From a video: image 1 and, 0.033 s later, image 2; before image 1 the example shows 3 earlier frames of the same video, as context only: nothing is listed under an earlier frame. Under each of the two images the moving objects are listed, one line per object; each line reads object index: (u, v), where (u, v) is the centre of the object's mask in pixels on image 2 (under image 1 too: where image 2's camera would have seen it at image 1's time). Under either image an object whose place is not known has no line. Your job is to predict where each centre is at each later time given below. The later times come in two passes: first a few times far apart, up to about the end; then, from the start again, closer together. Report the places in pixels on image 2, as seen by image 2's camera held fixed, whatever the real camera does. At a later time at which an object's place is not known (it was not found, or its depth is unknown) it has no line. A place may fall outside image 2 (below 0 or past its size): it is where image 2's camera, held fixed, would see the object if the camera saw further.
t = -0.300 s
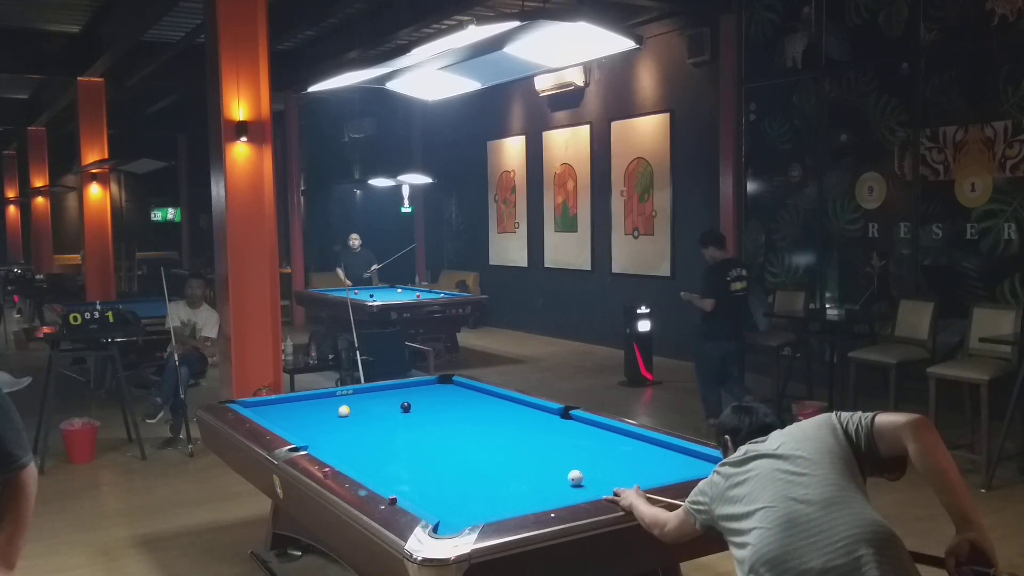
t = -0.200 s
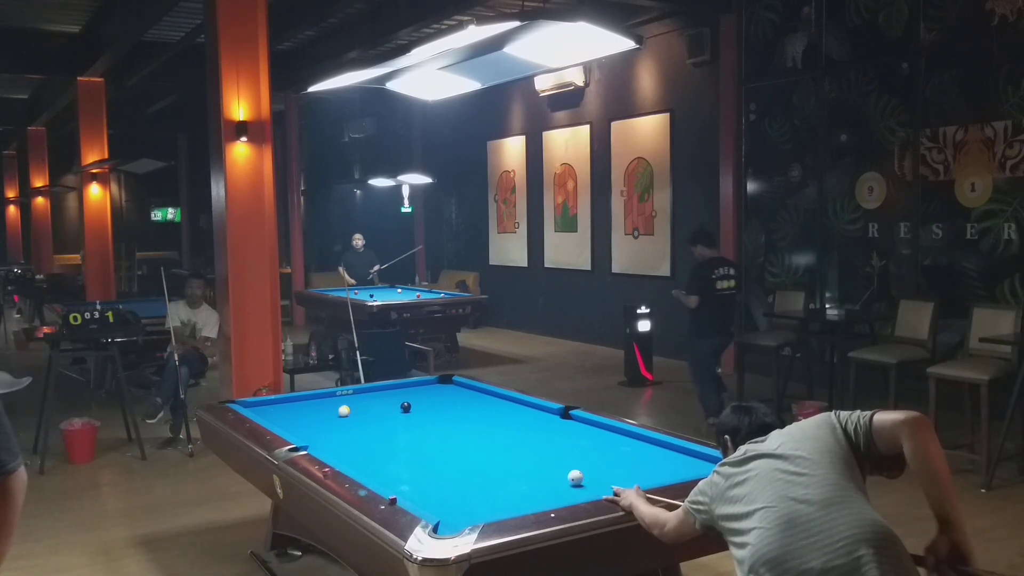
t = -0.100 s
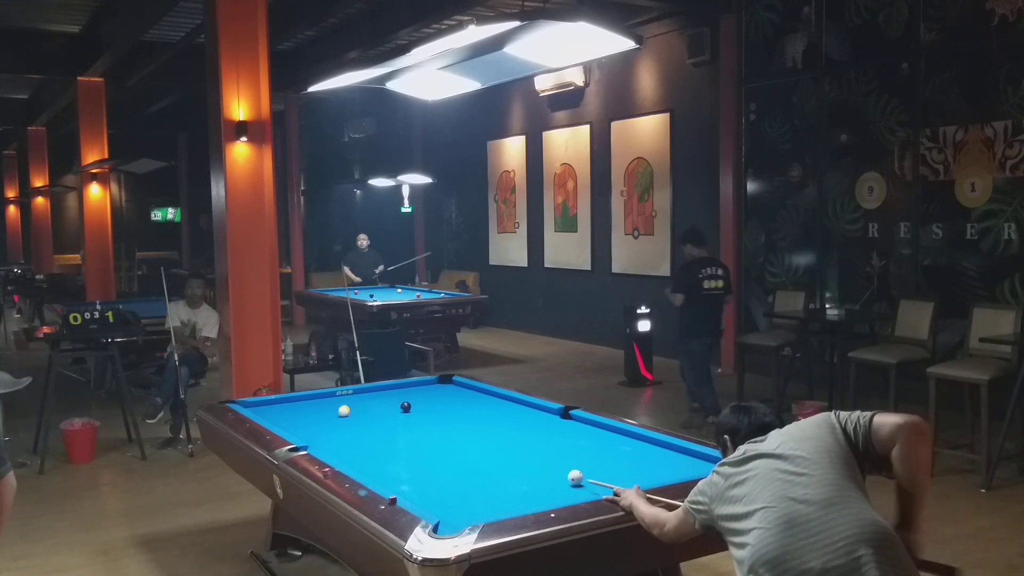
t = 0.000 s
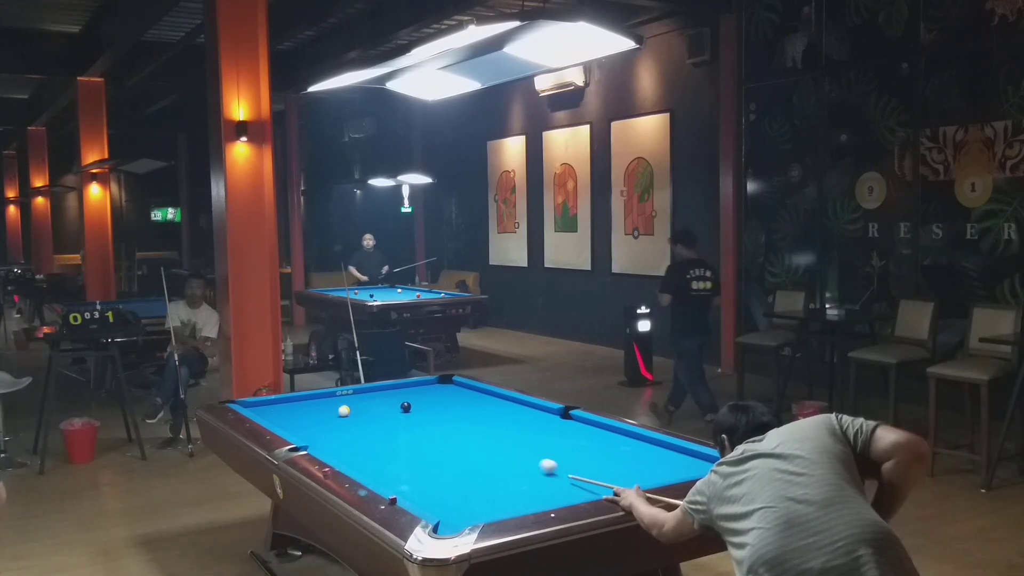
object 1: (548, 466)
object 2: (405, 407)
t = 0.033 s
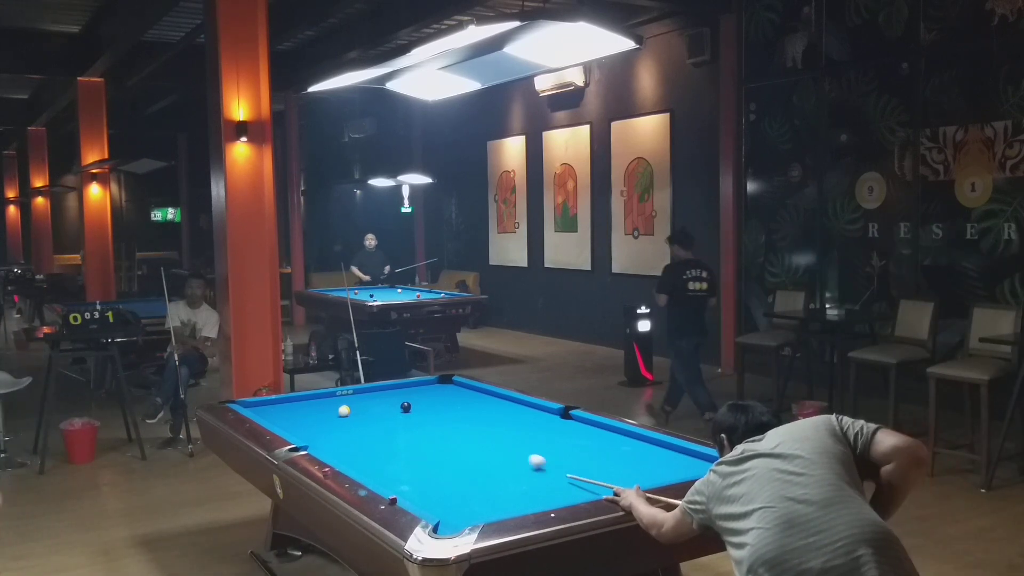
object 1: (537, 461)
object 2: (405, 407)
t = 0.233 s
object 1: (482, 440)
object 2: (406, 407)
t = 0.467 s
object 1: (436, 422)
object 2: (405, 407)
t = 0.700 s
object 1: (394, 409)
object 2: (408, 404)
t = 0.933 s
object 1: (347, 404)
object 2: (419, 396)
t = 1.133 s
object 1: (308, 403)
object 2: (428, 389)
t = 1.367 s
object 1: (275, 402)
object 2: (435, 383)
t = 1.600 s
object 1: (268, 408)
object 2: (450, 382)
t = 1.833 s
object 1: (261, 413)
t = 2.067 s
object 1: (269, 416)
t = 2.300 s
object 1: (282, 419)
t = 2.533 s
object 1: (298, 422)
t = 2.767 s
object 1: (311, 424)
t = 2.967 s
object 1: (323, 426)
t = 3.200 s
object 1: (335, 428)
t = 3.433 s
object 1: (348, 430)
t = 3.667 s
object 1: (360, 432)
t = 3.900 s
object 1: (371, 433)
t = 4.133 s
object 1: (382, 435)
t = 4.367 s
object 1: (392, 437)
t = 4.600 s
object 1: (402, 438)
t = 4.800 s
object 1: (409, 440)
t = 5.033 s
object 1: (418, 441)
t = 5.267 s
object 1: (426, 442)
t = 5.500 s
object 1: (433, 444)
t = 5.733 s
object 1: (439, 445)
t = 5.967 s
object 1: (445, 446)
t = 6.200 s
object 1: (450, 447)
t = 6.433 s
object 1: (455, 447)
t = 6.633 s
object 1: (458, 448)
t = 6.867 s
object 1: (461, 448)
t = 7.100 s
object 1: (463, 449)
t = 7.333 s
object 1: (464, 449)
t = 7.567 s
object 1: (465, 449)
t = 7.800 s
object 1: (464, 449)
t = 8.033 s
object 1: (465, 449)
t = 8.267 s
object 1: (464, 449)
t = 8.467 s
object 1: (464, 449)
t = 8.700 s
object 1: (464, 449)
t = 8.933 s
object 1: (464, 449)
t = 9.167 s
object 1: (464, 449)
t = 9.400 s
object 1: (464, 449)
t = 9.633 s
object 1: (464, 449)
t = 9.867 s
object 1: (464, 449)
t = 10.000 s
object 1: (464, 449)
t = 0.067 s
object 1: (526, 457)
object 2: (406, 406)
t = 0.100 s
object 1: (516, 453)
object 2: (406, 407)
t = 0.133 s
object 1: (506, 449)
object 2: (405, 407)
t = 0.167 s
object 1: (498, 446)
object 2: (406, 407)
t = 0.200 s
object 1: (490, 443)
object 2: (405, 407)
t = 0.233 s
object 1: (482, 440)
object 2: (406, 407)
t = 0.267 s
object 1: (475, 437)
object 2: (406, 406)
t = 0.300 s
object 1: (468, 434)
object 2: (406, 406)
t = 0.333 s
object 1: (461, 431)
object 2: (406, 406)
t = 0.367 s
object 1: (454, 429)
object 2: (406, 406)
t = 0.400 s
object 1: (448, 427)
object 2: (406, 406)
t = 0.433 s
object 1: (442, 424)
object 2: (406, 406)
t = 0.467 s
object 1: (436, 422)
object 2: (405, 407)
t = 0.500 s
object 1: (430, 420)
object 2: (406, 406)
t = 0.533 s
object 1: (424, 417)
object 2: (406, 407)
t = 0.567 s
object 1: (418, 415)
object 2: (406, 406)
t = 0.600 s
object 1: (413, 413)
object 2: (405, 406)
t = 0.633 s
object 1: (407, 411)
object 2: (405, 404)
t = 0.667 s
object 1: (402, 409)
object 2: (408, 405)
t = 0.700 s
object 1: (394, 409)
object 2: (408, 404)
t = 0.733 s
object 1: (387, 409)
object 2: (410, 403)
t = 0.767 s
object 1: (380, 408)
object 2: (412, 402)
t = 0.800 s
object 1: (373, 408)
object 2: (414, 401)
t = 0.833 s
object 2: (415, 399)
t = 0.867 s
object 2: (416, 398)
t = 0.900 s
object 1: (353, 406)
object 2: (418, 397)
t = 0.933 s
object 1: (347, 404)
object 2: (419, 396)
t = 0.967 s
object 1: (339, 404)
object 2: (421, 394)
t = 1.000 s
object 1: (333, 405)
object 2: (422, 394)
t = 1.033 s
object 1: (327, 404)
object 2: (423, 393)
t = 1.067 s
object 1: (320, 404)
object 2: (425, 391)
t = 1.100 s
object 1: (314, 403)
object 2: (426, 390)
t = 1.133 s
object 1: (308, 403)
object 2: (428, 389)
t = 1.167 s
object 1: (302, 402)
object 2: (428, 388)
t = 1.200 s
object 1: (296, 402)
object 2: (430, 387)
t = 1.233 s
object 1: (290, 401)
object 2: (431, 386)
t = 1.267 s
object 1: (283, 401)
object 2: (432, 385)
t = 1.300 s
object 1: (278, 400)
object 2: (434, 385)
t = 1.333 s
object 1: (276, 401)
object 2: (434, 383)
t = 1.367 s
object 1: (275, 402)
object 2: (435, 383)
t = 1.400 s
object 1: (274, 403)
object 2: (437, 382)
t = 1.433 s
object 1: (273, 403)
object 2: (439, 380)
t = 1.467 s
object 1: (272, 404)
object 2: (440, 381)
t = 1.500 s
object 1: (271, 405)
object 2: (443, 380)
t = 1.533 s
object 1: (270, 406)
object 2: (447, 379)
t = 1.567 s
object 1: (269, 407)
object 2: (449, 380)
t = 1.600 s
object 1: (268, 408)
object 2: (450, 382)
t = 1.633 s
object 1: (267, 409)
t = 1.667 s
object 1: (266, 409)
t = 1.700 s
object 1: (265, 410)
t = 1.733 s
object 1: (264, 411)
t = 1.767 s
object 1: (263, 412)
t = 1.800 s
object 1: (262, 412)
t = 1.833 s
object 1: (261, 413)
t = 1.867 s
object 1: (260, 413)
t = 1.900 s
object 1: (259, 413)
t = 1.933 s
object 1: (261, 414)
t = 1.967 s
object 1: (263, 415)
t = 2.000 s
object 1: (265, 415)
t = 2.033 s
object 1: (267, 416)
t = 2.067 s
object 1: (269, 416)
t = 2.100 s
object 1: (271, 417)
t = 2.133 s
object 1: (273, 417)
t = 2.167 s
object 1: (274, 418)
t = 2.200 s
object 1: (278, 419)
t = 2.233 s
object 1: (281, 419)
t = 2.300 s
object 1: (282, 419)
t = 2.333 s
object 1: (286, 420)
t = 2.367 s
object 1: (288, 421)
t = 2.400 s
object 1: (290, 421)
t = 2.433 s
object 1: (292, 421)
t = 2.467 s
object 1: (294, 421)
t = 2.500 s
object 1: (296, 422)
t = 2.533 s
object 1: (298, 422)
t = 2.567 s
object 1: (300, 422)
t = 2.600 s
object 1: (302, 423)
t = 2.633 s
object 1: (304, 423)
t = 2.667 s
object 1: (306, 423)
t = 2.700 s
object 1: (308, 423)
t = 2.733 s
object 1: (310, 424)
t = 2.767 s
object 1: (311, 424)
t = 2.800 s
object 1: (313, 424)
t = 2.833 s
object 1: (315, 425)
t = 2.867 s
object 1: (317, 425)
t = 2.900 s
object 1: (319, 425)
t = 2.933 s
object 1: (321, 426)
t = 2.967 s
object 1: (323, 426)
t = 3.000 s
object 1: (325, 426)
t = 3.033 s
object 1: (327, 426)
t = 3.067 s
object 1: (328, 427)
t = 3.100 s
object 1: (330, 427)
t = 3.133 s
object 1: (332, 427)
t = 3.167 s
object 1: (334, 427)
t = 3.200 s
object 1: (335, 428)
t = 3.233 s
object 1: (337, 428)
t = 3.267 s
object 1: (339, 428)
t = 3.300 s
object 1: (341, 428)
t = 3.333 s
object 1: (343, 429)
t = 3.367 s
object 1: (344, 429)
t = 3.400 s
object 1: (346, 429)
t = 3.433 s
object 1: (348, 430)
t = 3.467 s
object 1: (349, 430)
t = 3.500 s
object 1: (351, 430)
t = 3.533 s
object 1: (353, 431)
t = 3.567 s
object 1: (355, 431)
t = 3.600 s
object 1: (356, 431)
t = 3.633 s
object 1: (358, 431)
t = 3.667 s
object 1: (360, 432)
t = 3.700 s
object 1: (361, 432)
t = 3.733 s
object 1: (363, 432)
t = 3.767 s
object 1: (365, 433)
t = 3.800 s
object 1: (366, 433)
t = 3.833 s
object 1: (368, 433)
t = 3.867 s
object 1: (369, 433)
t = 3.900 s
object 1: (371, 433)
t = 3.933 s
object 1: (372, 434)
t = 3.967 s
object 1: (374, 434)
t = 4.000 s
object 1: (376, 434)
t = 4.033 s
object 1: (377, 434)
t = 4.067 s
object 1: (379, 435)
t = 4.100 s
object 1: (380, 435)
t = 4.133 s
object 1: (382, 435)
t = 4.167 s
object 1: (383, 435)
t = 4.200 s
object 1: (385, 436)
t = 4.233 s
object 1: (386, 436)
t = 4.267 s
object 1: (388, 436)
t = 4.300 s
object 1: (389, 437)
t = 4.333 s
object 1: (391, 437)
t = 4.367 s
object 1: (392, 437)
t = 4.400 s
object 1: (393, 437)
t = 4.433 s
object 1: (395, 437)
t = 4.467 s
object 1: (396, 437)
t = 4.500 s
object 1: (398, 438)
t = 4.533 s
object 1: (399, 438)
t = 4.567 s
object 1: (400, 438)
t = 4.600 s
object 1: (402, 438)
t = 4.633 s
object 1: (403, 439)
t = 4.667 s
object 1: (404, 439)
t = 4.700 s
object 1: (405, 439)
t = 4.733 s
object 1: (407, 439)
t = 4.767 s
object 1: (408, 440)
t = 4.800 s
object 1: (409, 440)
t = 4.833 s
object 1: (411, 440)
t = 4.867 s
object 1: (412, 440)
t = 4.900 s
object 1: (413, 440)
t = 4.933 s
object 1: (414, 440)
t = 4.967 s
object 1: (415, 441)
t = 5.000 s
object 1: (417, 441)
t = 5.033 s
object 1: (418, 441)
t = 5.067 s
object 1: (419, 441)
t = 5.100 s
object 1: (420, 442)
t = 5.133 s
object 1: (421, 442)
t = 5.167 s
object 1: (422, 442)
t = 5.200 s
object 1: (423, 442)
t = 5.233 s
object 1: (425, 442)
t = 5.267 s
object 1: (426, 442)
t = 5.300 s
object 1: (427, 443)
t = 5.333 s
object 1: (428, 443)
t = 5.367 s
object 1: (429, 443)
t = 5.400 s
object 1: (430, 443)
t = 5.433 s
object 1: (431, 444)
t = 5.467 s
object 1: (432, 444)
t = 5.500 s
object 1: (433, 444)
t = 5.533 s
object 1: (434, 444)
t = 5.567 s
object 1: (435, 444)
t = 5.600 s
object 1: (436, 444)
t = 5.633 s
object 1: (436, 444)
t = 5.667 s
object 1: (437, 444)
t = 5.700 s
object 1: (438, 445)
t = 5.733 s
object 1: (439, 445)
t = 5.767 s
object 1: (440, 445)
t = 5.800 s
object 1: (441, 445)
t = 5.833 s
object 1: (442, 445)
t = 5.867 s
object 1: (443, 445)
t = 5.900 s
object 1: (444, 445)
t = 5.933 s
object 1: (444, 445)
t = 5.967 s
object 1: (445, 446)
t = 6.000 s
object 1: (446, 446)
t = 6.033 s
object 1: (447, 446)
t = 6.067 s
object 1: (447, 446)
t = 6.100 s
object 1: (448, 446)
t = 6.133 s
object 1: (449, 447)
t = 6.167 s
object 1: (450, 447)
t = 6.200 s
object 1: (450, 447)
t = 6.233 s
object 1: (451, 447)
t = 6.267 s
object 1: (452, 447)
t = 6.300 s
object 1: (452, 447)
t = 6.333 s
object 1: (453, 447)
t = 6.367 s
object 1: (453, 447)
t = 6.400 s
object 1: (454, 447)
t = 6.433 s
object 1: (455, 447)
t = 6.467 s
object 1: (455, 447)
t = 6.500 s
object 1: (456, 447)
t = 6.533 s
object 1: (456, 448)
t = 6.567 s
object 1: (457, 448)
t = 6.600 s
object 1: (457, 448)
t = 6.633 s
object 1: (458, 448)
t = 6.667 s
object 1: (458, 448)
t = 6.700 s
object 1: (459, 448)
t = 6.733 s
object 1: (459, 448)
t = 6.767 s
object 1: (459, 448)
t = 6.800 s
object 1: (460, 448)
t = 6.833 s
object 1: (460, 448)
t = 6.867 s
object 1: (461, 448)
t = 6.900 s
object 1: (461, 448)
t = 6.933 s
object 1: (461, 449)
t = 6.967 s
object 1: (462, 449)
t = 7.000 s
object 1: (462, 449)
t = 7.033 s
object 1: (462, 449)
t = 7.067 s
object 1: (463, 449)
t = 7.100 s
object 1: (463, 449)
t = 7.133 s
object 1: (463, 449)
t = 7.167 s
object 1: (463, 449)
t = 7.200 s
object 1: (464, 449)
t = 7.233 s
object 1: (464, 449)
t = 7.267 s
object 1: (464, 449)
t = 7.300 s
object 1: (464, 449)
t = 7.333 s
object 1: (464, 449)
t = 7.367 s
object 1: (464, 449)
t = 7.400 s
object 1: (464, 449)
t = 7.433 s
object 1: (465, 449)
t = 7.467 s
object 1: (465, 449)
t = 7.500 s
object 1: (465, 449)
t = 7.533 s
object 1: (465, 449)
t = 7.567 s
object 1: (465, 449)
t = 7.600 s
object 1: (465, 449)
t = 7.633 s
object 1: (465, 449)
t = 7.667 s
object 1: (465, 449)
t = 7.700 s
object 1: (465, 449)
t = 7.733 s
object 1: (465, 449)
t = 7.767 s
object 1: (465, 449)
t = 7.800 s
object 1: (464, 449)
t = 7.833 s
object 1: (464, 449)
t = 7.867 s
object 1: (465, 449)
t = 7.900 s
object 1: (464, 449)
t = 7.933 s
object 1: (464, 449)
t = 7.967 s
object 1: (464, 449)
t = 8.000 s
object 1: (465, 449)
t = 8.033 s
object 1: (465, 449)
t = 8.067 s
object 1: (465, 449)
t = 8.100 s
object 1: (464, 449)
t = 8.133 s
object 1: (464, 449)
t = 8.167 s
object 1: (464, 449)
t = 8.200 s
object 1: (465, 449)
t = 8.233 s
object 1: (465, 449)
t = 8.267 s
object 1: (464, 449)
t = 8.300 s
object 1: (464, 449)
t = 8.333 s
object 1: (465, 449)
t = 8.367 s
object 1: (465, 449)
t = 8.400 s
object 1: (464, 449)
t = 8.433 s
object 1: (465, 449)
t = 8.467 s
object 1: (464, 449)
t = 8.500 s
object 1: (464, 449)
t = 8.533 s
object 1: (465, 449)
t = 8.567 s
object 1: (464, 449)
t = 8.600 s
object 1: (464, 449)
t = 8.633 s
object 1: (464, 449)
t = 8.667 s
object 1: (464, 449)
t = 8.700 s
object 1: (464, 449)
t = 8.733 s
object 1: (464, 449)
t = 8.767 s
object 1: (464, 449)
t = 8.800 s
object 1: (464, 449)
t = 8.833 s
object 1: (464, 449)
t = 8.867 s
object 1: (464, 449)
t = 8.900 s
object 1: (464, 449)
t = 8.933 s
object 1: (464, 449)
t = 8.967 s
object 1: (464, 449)
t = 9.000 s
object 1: (464, 449)
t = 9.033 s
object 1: (464, 449)
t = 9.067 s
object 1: (464, 449)
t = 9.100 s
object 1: (464, 449)
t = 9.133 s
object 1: (464, 449)
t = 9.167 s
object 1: (464, 449)
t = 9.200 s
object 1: (464, 449)
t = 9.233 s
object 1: (464, 449)
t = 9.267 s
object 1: (464, 449)
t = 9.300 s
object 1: (464, 449)
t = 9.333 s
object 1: (464, 449)
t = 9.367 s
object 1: (464, 449)
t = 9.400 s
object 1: (464, 449)
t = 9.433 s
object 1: (465, 449)
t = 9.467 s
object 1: (464, 449)
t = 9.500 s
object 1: (464, 449)
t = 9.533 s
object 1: (464, 449)
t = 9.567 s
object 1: (464, 449)
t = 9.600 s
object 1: (464, 449)
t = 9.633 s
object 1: (464, 449)
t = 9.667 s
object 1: (464, 449)
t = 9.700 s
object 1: (464, 449)
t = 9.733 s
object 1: (464, 449)
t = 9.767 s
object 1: (464, 449)
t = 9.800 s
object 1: (464, 449)
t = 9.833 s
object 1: (464, 449)
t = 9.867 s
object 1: (464, 449)
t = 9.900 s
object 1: (464, 449)
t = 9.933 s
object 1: (464, 449)
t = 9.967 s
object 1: (464, 449)
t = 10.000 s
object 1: (464, 449)
